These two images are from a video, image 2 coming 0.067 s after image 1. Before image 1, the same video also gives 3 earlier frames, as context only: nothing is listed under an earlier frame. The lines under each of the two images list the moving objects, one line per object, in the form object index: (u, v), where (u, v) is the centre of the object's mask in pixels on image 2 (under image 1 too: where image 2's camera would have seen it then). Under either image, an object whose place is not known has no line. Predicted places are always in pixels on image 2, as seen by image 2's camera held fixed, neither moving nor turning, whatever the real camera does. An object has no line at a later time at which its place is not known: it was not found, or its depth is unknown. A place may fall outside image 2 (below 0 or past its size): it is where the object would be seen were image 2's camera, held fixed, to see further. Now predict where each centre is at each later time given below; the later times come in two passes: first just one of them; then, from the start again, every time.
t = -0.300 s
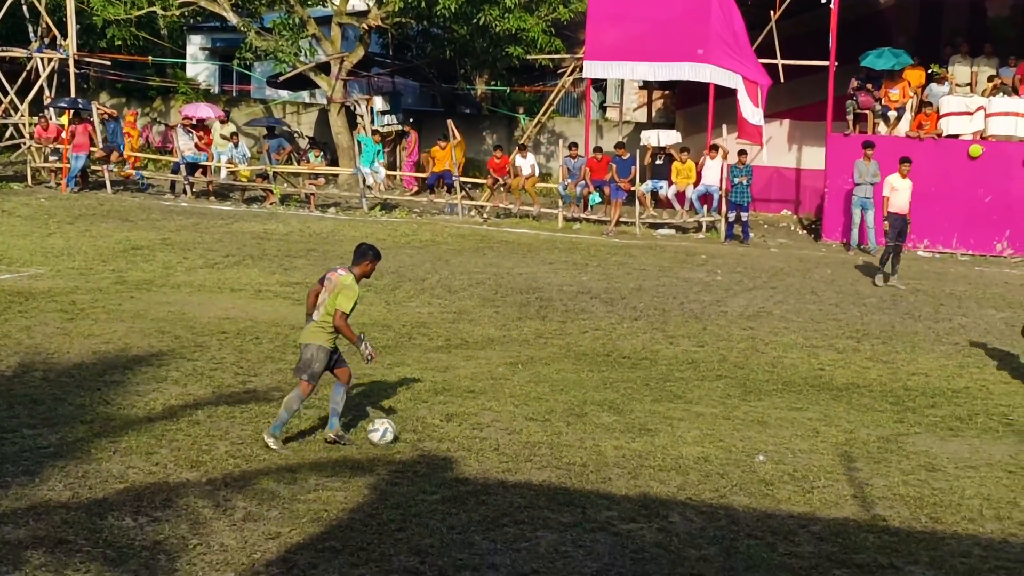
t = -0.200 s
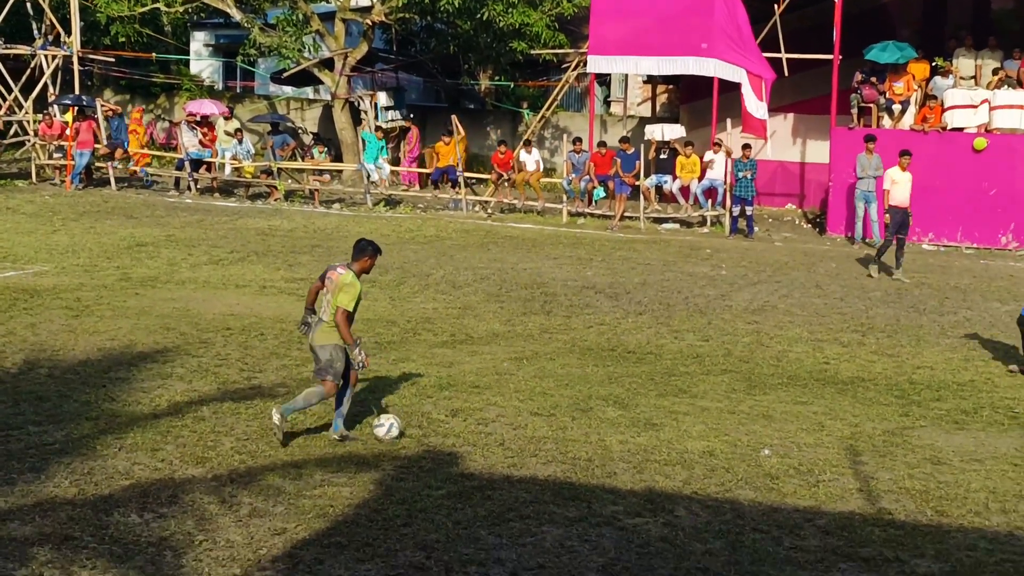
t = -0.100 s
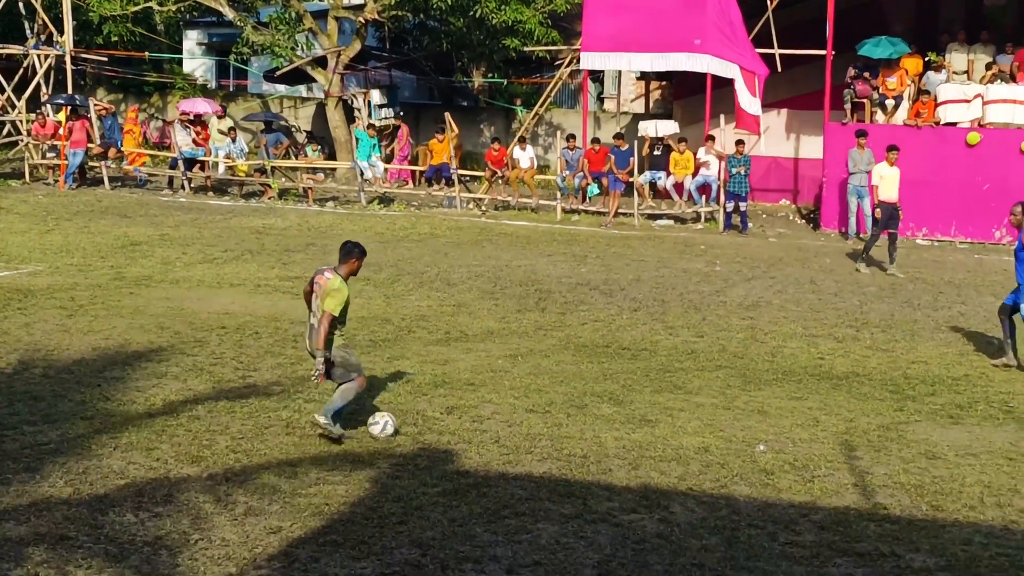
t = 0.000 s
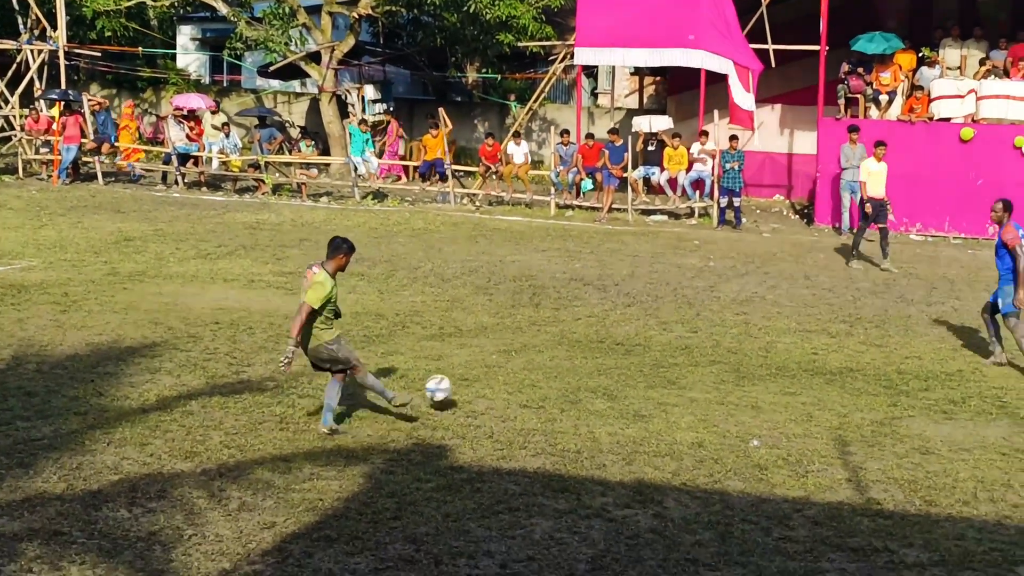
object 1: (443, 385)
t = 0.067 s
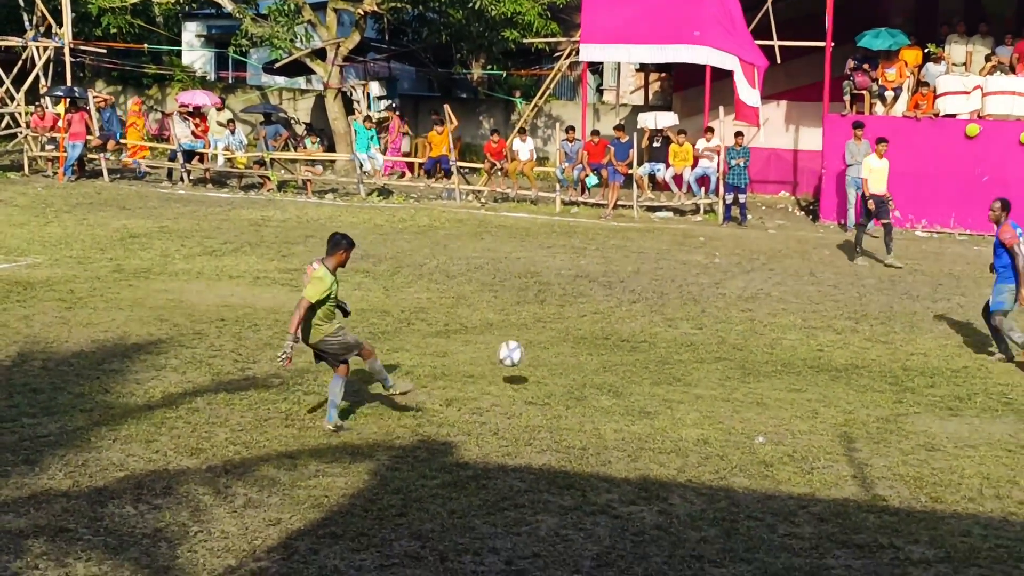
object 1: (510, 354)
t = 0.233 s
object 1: (640, 309)
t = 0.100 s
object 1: (541, 341)
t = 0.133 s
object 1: (569, 330)
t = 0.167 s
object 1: (596, 321)
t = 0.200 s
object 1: (619, 315)
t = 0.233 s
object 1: (640, 309)
